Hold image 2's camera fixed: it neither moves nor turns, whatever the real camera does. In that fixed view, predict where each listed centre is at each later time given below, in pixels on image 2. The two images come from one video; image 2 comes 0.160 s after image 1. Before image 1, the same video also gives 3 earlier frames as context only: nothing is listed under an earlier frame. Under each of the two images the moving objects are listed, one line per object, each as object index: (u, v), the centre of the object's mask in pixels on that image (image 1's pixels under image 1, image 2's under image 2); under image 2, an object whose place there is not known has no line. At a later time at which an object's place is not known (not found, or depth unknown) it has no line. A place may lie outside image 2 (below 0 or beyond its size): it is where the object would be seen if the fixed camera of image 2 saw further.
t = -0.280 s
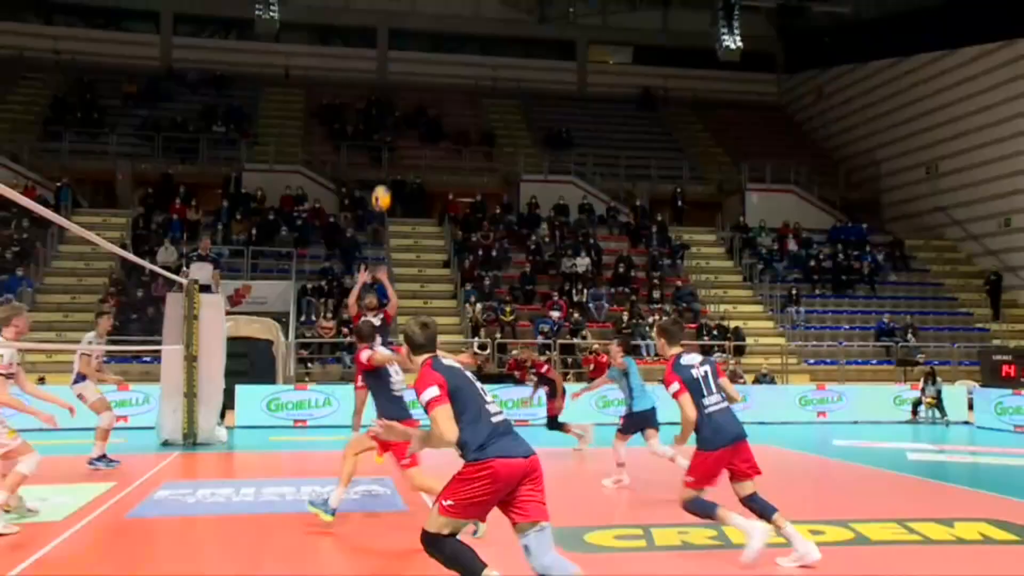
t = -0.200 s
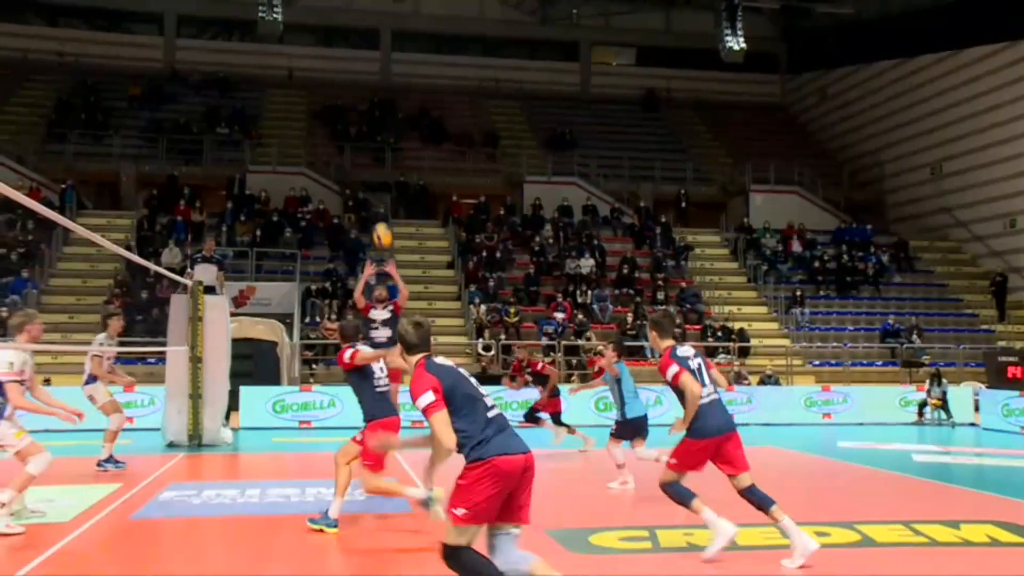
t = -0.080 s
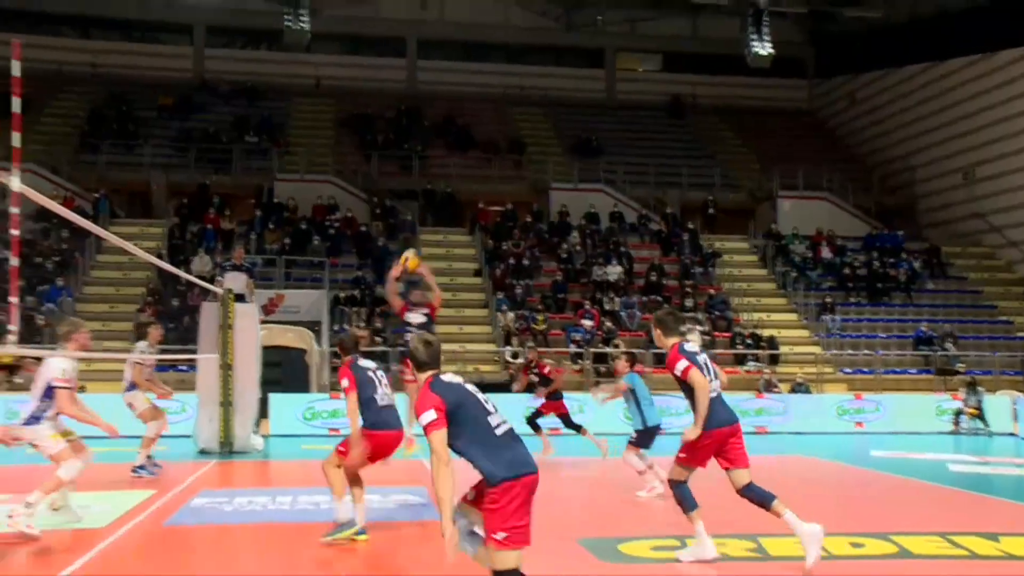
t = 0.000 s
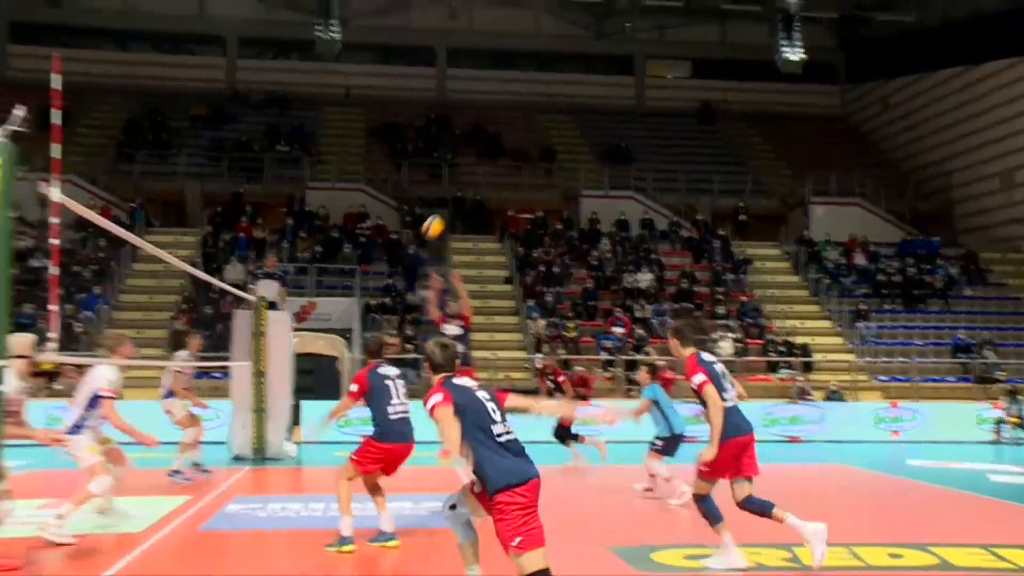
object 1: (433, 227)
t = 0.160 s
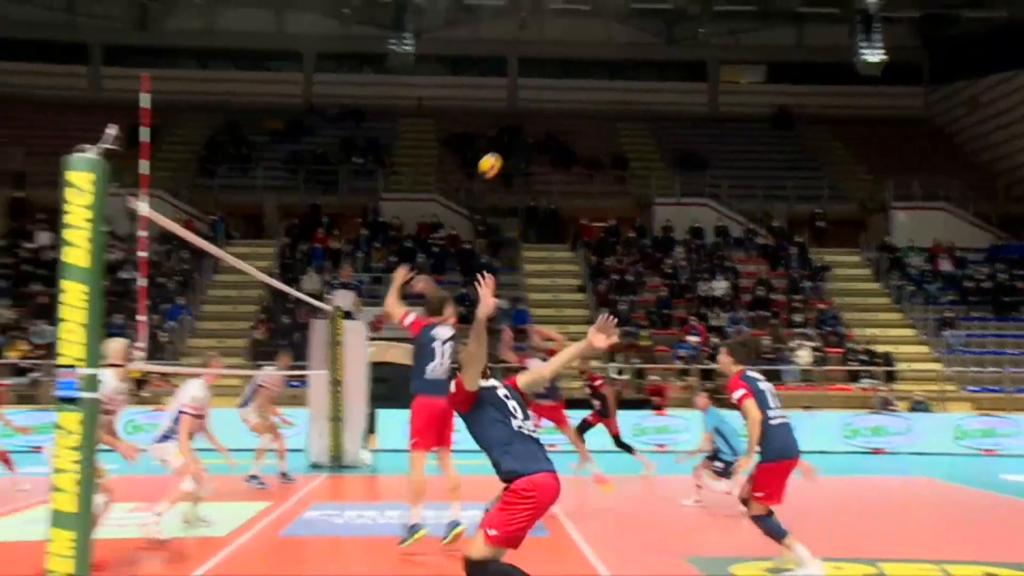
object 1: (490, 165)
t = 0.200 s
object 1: (484, 150)
